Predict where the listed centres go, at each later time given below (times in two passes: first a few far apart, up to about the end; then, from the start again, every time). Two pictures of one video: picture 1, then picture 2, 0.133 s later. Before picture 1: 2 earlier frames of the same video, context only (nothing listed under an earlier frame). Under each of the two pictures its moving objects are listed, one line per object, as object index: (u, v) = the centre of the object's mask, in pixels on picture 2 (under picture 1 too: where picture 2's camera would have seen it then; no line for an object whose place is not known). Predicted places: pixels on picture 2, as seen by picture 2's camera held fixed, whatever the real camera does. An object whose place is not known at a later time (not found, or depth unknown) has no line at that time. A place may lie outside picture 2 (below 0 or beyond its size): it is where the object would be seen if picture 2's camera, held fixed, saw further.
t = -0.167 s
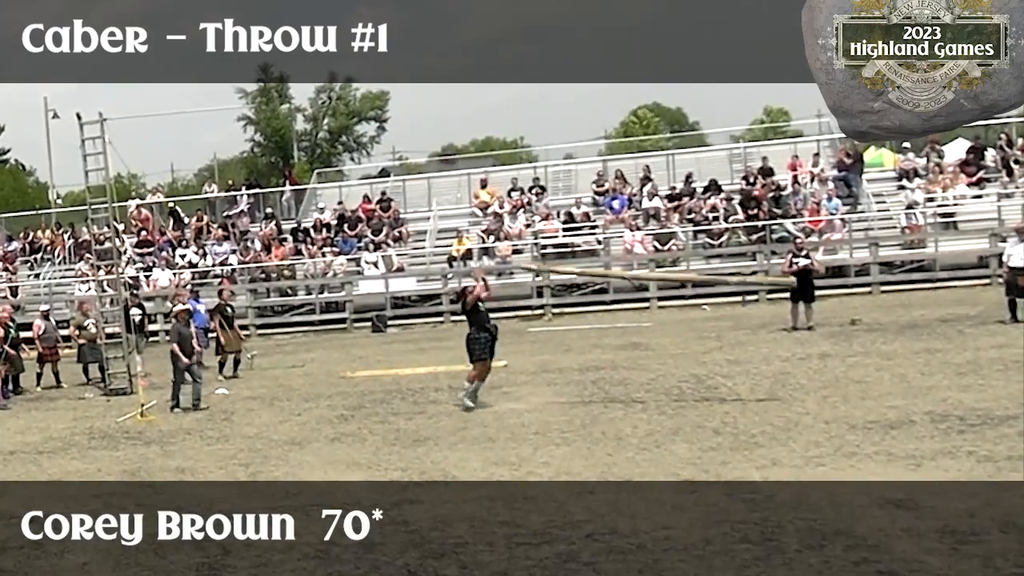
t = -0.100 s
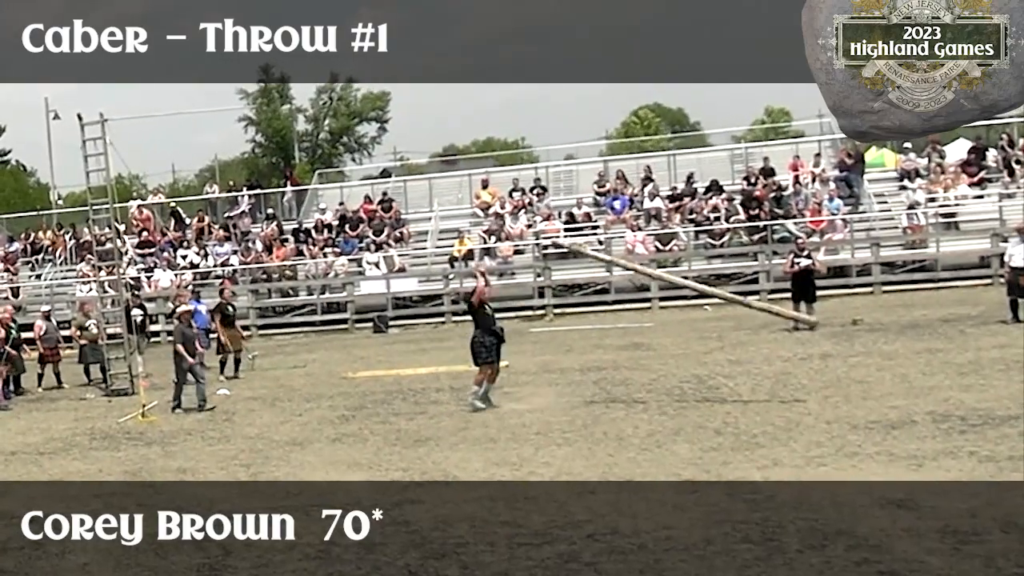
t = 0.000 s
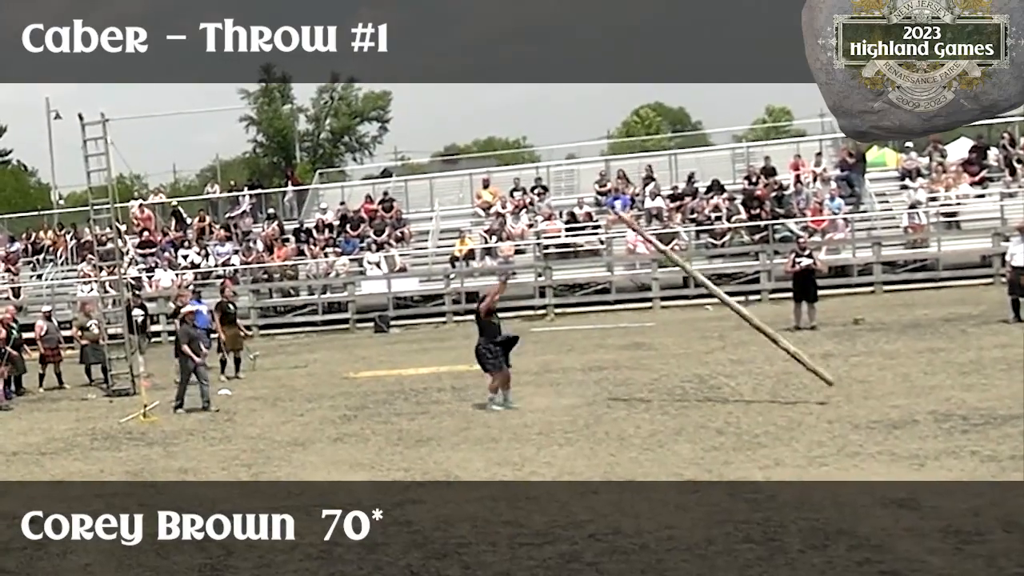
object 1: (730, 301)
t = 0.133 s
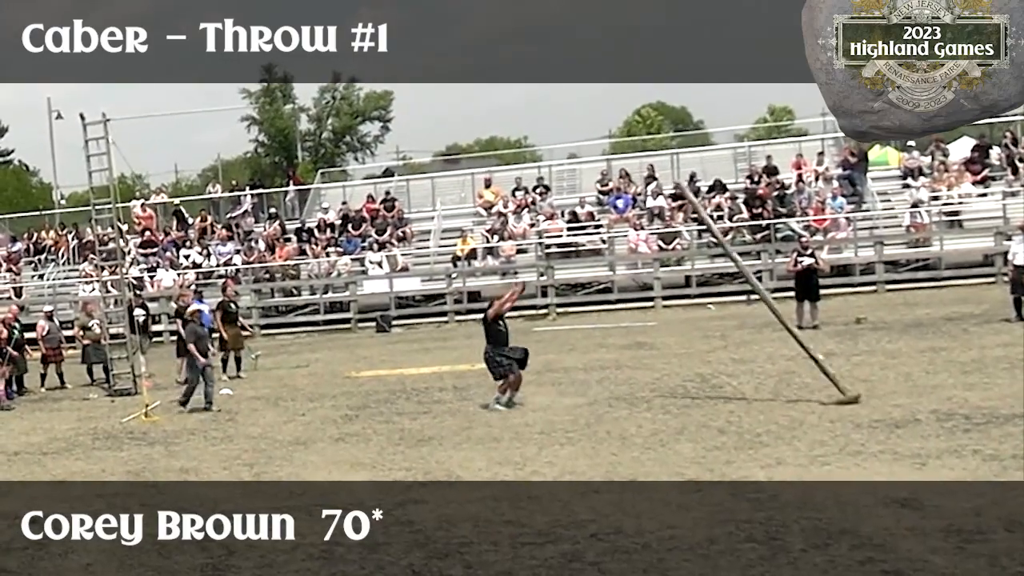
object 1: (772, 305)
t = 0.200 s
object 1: (792, 305)
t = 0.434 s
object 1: (829, 283)
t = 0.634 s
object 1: (860, 275)
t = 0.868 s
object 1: (888, 277)
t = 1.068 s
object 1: (906, 279)
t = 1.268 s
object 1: (924, 276)
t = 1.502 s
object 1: (951, 276)
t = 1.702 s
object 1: (974, 296)
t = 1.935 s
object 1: (970, 357)
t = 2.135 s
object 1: (976, 389)
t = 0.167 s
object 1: (781, 304)
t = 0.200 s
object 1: (792, 305)
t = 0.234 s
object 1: (792, 293)
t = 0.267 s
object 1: (799, 291)
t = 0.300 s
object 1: (807, 292)
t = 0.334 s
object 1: (813, 289)
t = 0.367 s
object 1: (814, 280)
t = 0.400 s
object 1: (822, 282)
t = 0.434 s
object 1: (829, 283)
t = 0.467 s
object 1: (834, 280)
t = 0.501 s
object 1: (840, 278)
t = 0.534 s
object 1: (847, 281)
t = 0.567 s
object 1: (853, 280)
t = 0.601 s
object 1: (857, 279)
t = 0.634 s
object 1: (860, 275)
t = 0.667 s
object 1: (864, 271)
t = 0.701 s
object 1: (869, 275)
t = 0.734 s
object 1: (873, 275)
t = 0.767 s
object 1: (876, 270)
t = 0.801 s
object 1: (880, 271)
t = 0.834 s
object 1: (883, 273)
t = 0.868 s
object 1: (888, 277)
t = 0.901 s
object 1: (891, 280)
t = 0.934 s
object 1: (894, 278)
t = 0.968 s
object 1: (897, 278)
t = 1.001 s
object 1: (900, 278)
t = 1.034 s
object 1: (903, 279)
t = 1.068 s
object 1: (906, 279)
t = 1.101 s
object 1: (909, 280)
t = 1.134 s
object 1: (912, 277)
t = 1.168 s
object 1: (915, 278)
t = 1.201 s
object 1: (918, 278)
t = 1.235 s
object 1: (921, 279)
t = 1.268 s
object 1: (924, 276)
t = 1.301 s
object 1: (928, 274)
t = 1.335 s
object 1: (930, 279)
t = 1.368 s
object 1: (935, 278)
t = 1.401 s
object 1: (938, 280)
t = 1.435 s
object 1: (942, 274)
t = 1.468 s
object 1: (948, 271)
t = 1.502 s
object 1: (951, 276)
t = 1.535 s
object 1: (957, 271)
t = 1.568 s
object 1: (962, 272)
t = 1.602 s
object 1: (965, 278)
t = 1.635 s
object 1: (971, 277)
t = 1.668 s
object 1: (972, 288)
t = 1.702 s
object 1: (974, 296)
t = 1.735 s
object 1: (971, 311)
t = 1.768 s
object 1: (969, 322)
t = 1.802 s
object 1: (970, 329)
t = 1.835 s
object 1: (970, 337)
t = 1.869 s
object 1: (969, 344)
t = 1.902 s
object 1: (970, 350)
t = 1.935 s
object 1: (970, 357)
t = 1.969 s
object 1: (971, 362)
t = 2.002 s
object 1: (970, 368)
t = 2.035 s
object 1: (971, 373)
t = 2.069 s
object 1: (972, 378)
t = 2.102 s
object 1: (972, 384)
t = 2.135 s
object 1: (976, 389)
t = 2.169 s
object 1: (978, 386)
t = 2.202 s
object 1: (976, 383)
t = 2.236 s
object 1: (977, 379)
